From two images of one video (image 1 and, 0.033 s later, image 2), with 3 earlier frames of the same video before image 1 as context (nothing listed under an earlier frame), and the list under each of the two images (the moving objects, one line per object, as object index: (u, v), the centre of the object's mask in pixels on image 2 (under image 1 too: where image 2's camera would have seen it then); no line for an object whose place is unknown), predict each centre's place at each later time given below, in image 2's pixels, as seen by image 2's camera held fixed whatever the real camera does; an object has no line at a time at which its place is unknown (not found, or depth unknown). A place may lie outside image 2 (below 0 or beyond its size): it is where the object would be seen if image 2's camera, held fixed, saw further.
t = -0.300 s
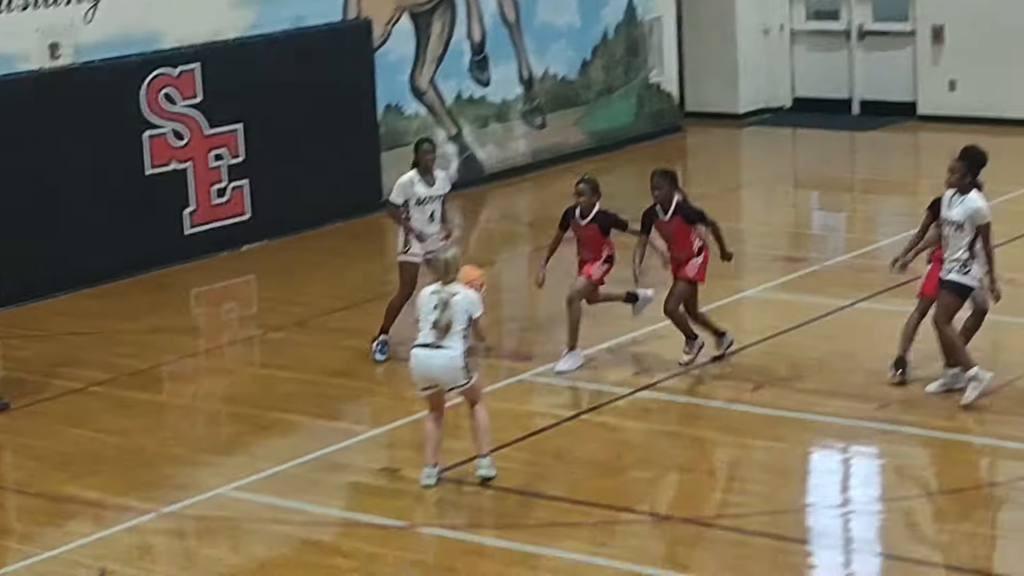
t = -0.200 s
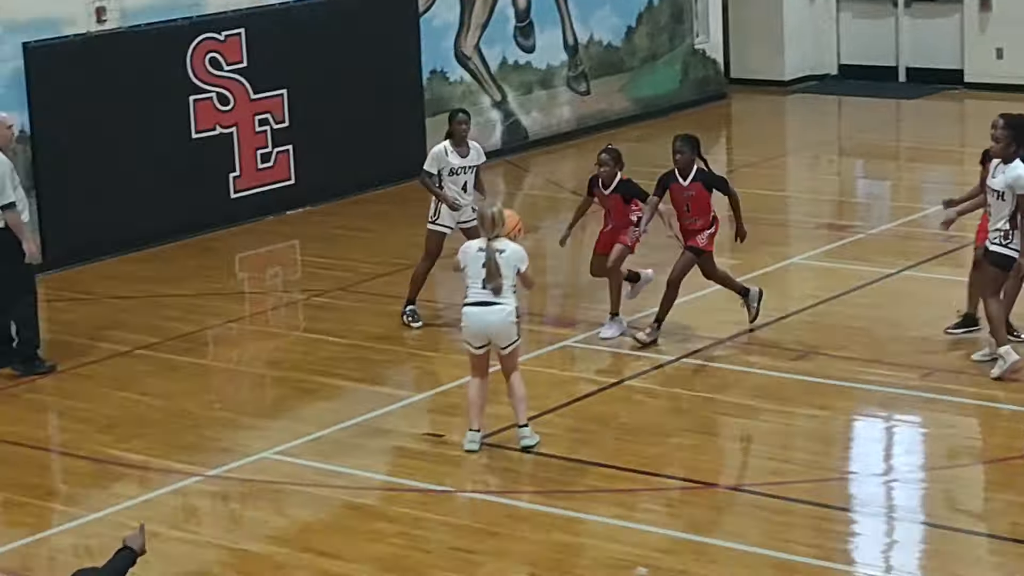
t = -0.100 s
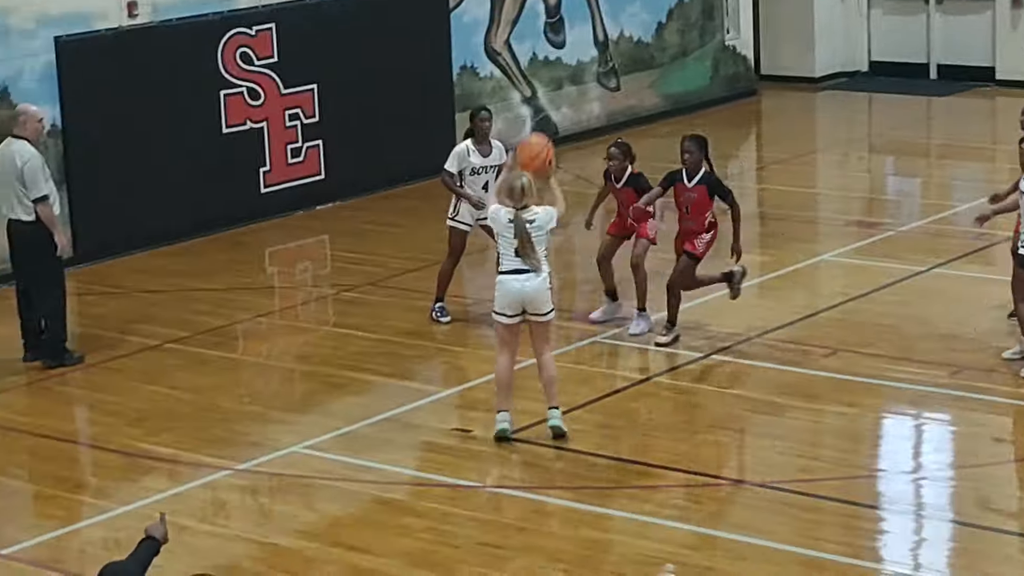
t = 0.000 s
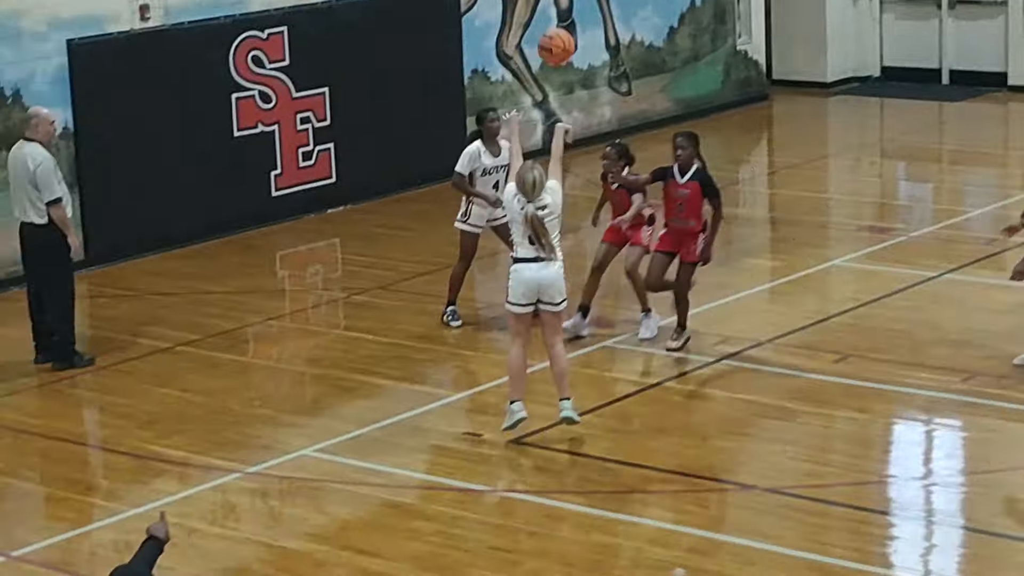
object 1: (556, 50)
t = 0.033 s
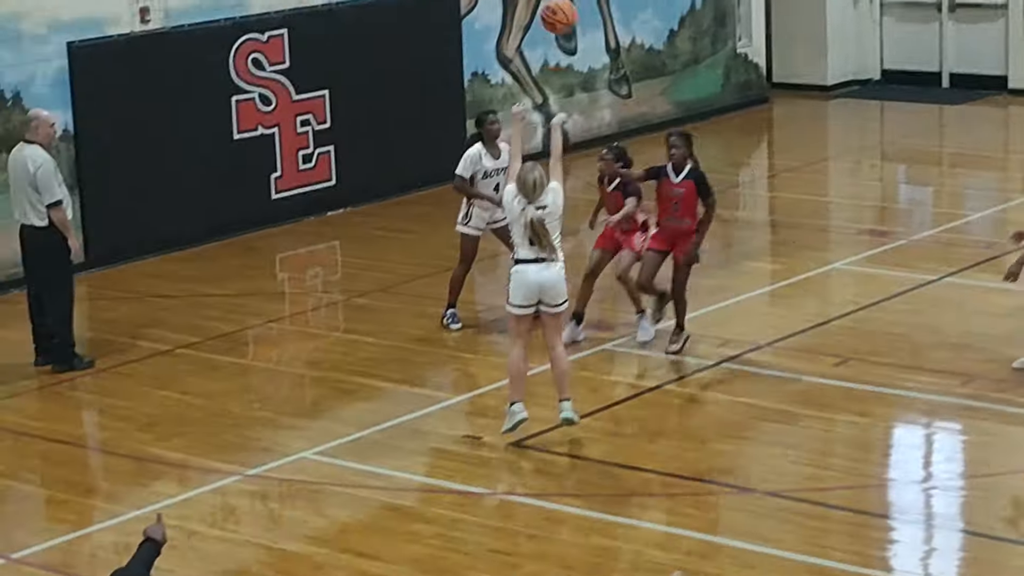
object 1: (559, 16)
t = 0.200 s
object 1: (576, -118)
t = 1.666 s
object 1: (814, -139)
